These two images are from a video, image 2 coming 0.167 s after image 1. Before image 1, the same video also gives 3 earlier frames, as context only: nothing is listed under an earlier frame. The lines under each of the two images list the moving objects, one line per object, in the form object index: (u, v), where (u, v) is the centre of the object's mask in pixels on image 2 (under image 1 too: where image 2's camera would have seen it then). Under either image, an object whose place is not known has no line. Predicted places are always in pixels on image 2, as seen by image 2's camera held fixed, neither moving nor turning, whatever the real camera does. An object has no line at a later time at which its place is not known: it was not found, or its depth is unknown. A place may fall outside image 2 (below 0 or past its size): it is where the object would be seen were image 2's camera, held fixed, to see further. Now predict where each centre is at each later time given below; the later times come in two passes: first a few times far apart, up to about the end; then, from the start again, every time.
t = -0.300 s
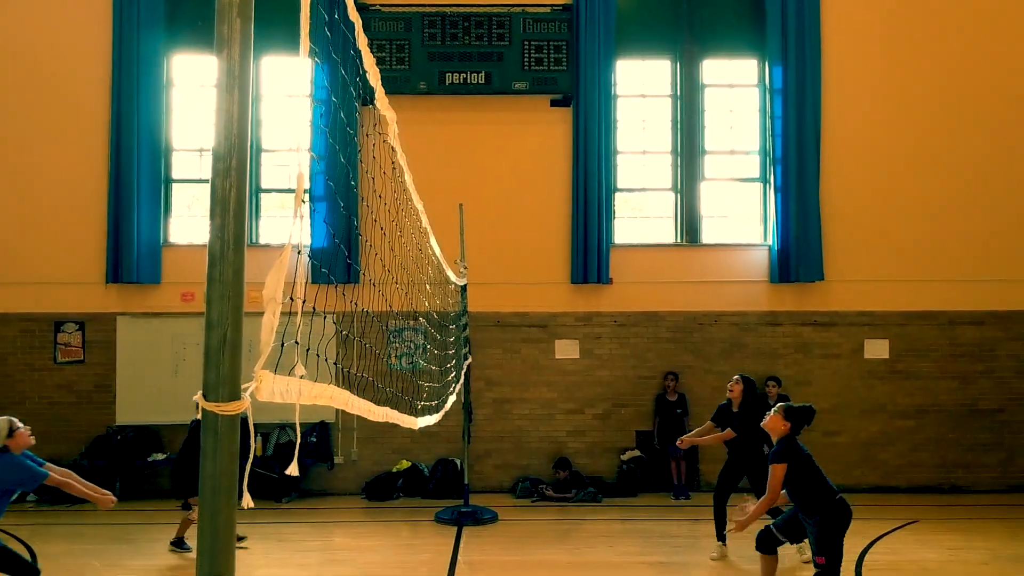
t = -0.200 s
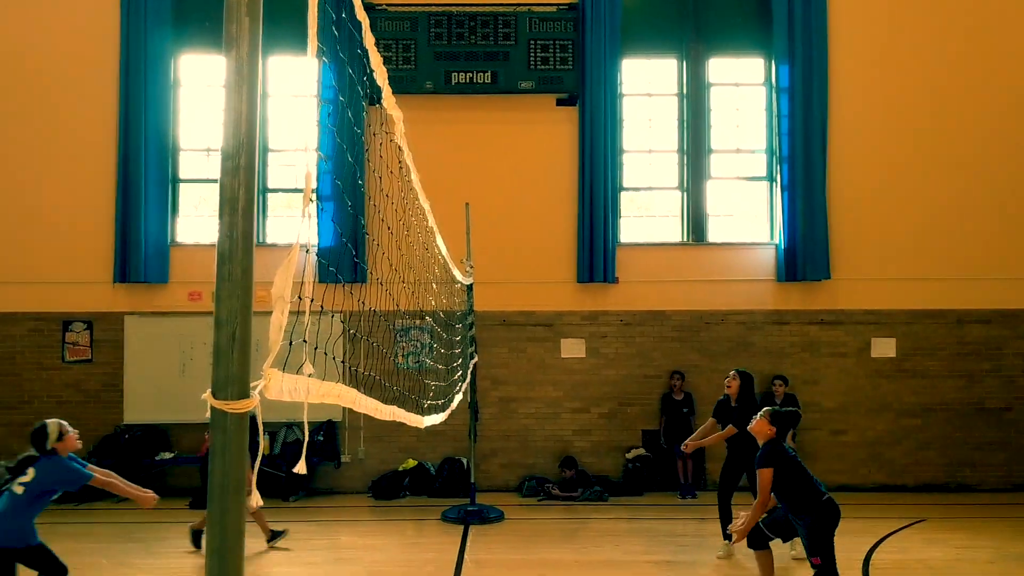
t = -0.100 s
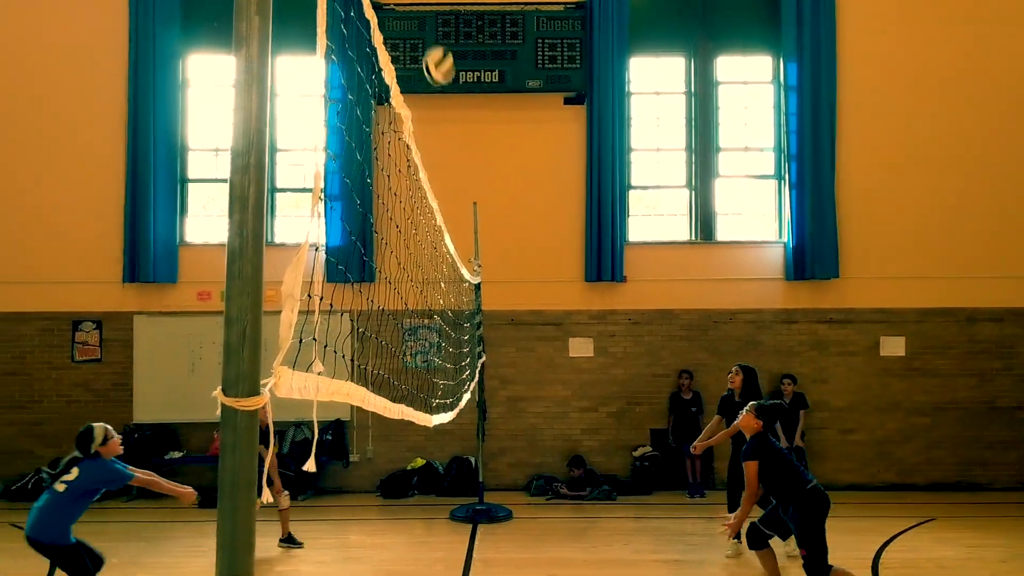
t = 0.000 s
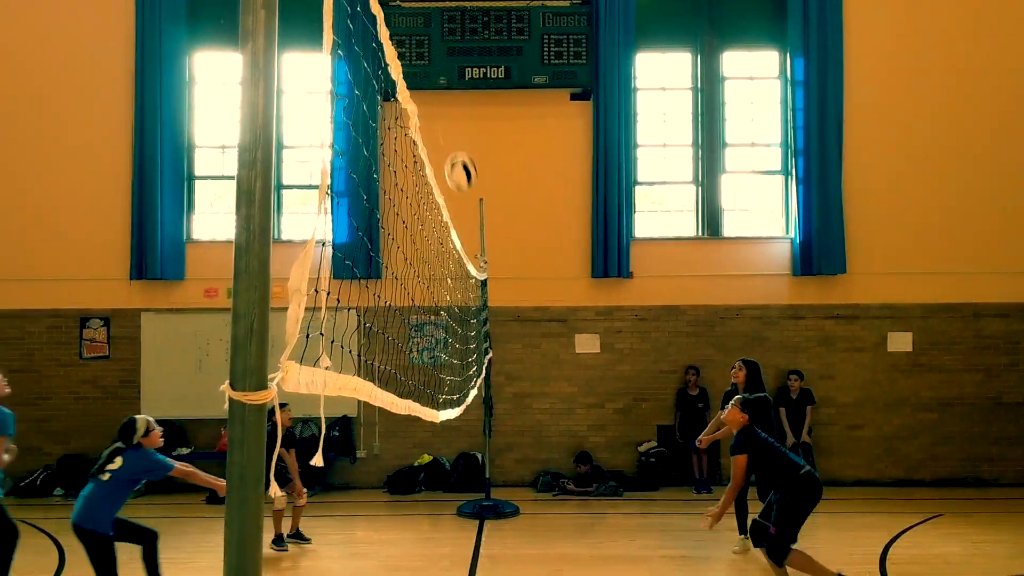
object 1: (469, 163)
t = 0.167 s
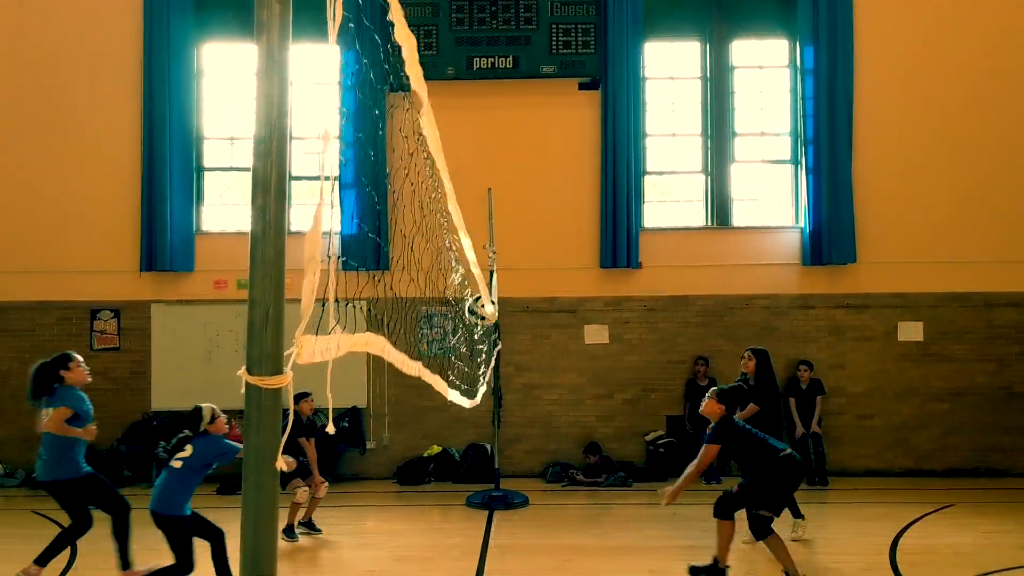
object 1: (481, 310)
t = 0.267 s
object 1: (474, 354)
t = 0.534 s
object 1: (459, 525)
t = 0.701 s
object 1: (434, 497)
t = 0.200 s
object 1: (480, 321)
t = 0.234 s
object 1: (478, 337)
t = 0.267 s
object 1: (474, 354)
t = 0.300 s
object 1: (473, 370)
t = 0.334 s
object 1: (471, 386)
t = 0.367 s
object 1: (469, 402)
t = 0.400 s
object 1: (467, 427)
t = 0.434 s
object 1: (464, 449)
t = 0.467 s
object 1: (464, 472)
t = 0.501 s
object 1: (461, 497)
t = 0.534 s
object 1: (459, 525)
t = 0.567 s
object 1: (458, 555)
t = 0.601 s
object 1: (453, 559)
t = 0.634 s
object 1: (447, 537)
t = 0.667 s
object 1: (441, 514)
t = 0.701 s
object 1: (434, 497)
